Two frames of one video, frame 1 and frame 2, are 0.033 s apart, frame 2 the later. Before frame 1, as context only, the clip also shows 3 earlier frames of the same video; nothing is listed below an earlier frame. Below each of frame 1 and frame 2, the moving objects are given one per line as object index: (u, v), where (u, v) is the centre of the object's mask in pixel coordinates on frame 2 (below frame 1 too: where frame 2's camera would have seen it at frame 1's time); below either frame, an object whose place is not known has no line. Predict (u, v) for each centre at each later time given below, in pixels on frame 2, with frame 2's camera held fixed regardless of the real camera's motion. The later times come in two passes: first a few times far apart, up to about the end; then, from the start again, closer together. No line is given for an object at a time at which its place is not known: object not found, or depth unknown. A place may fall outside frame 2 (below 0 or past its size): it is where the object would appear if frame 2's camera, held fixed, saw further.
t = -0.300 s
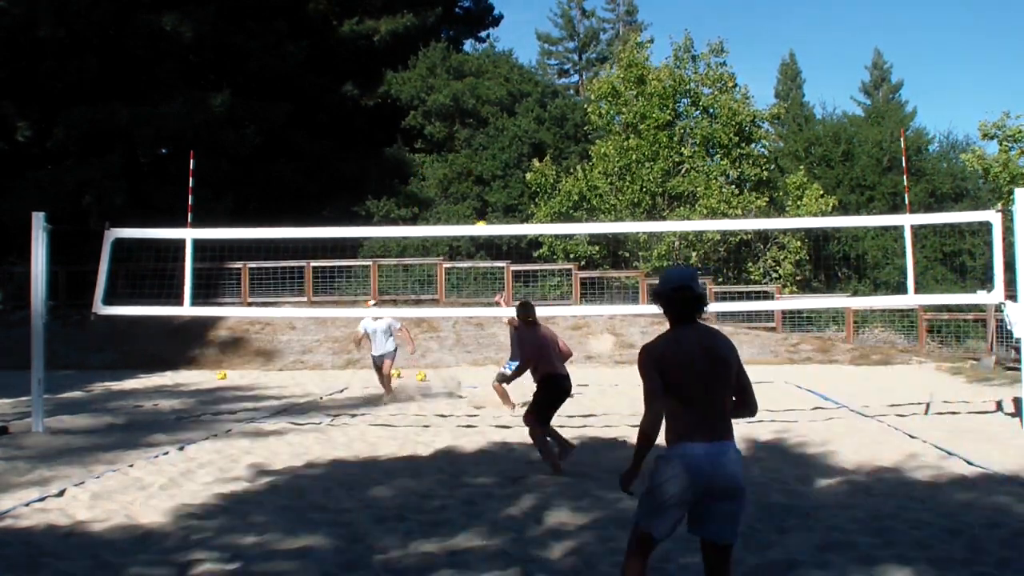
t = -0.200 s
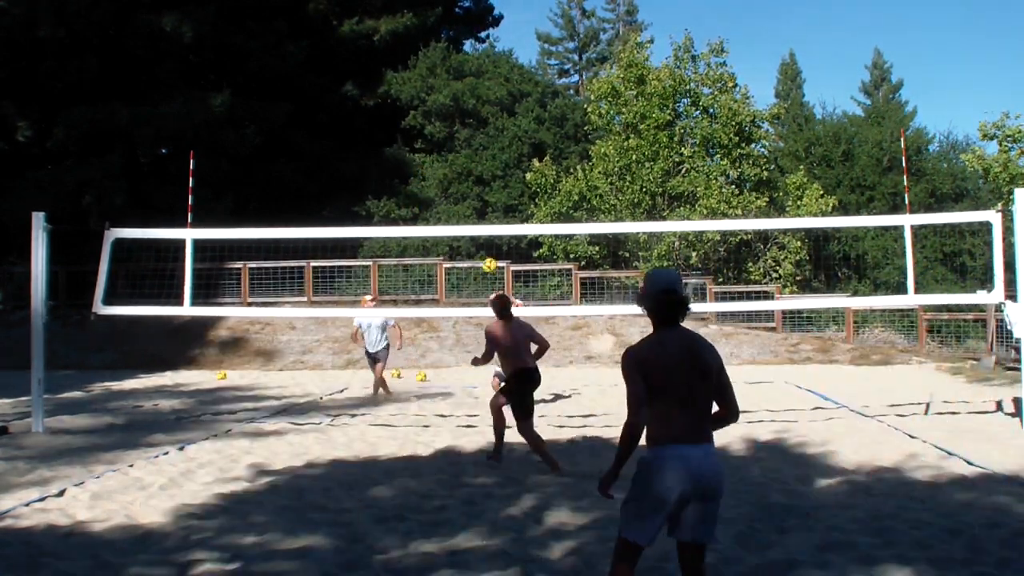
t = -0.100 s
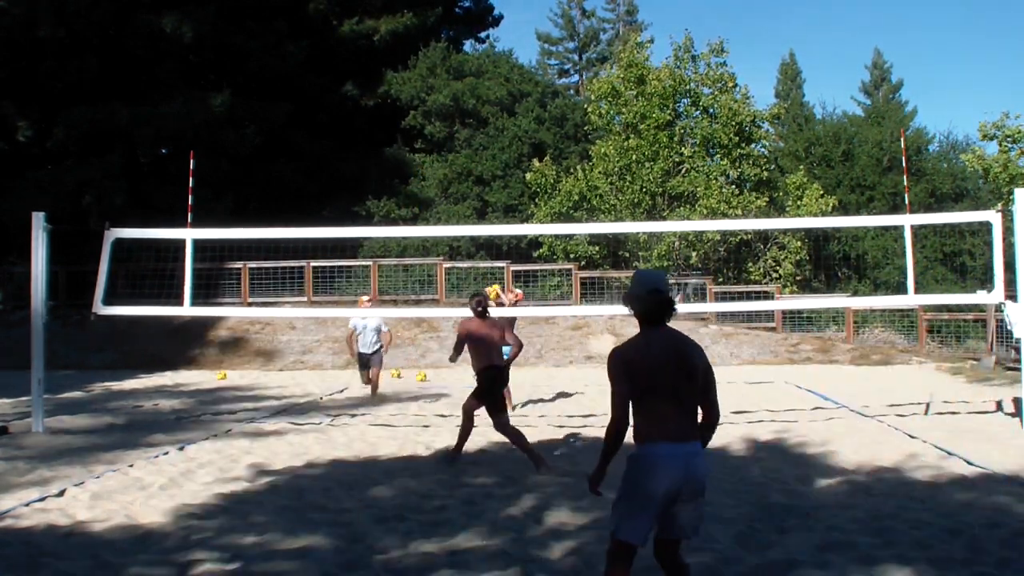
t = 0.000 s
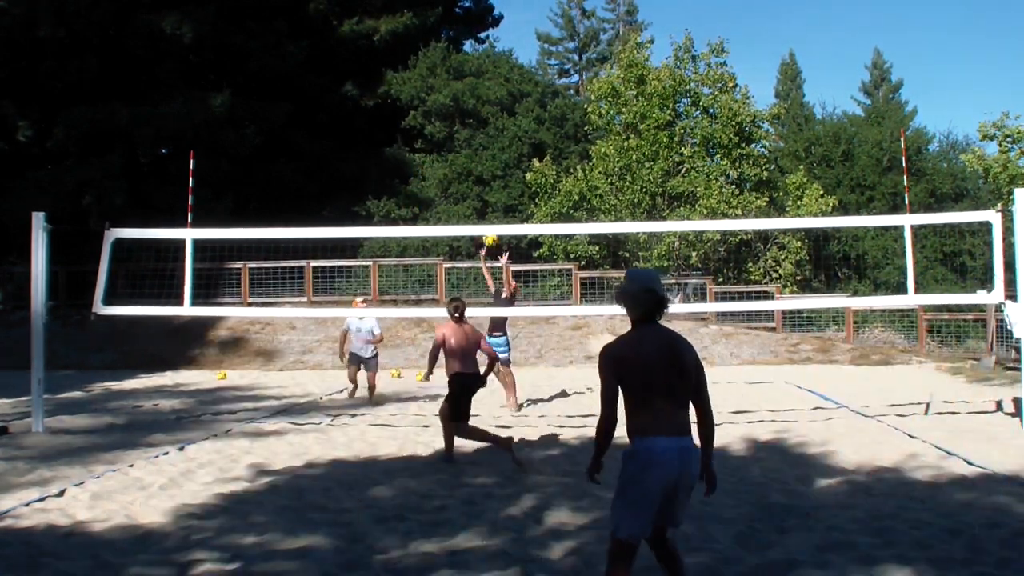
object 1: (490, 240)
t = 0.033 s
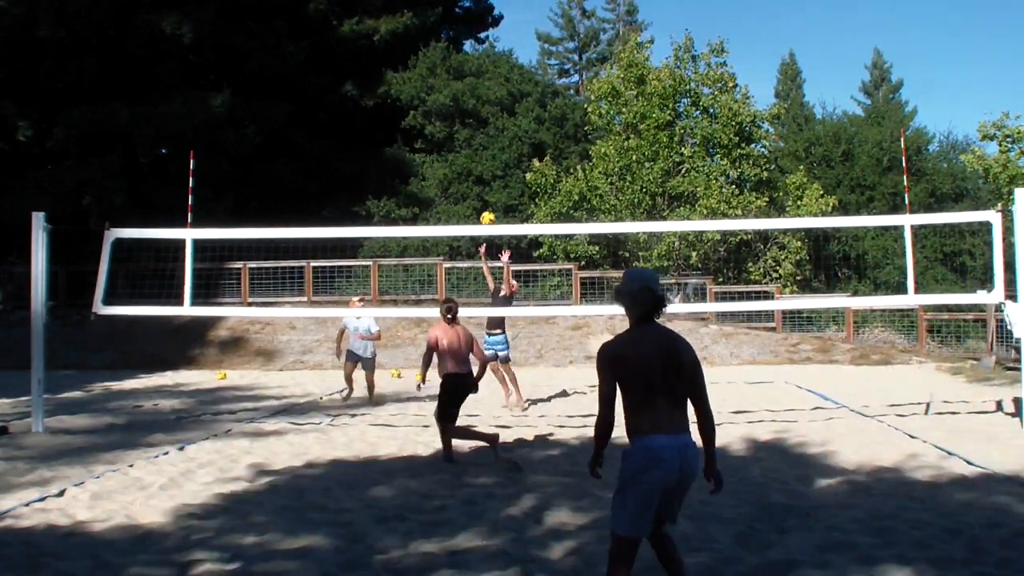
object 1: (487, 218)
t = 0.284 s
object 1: (469, 91)
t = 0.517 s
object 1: (452, 9)
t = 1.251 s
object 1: (397, 2)
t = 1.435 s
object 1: (382, 60)
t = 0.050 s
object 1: (486, 209)
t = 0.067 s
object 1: (485, 199)
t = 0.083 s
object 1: (483, 190)
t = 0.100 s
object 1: (482, 180)
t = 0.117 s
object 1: (482, 172)
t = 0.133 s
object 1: (480, 163)
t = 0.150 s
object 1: (479, 155)
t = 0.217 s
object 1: (474, 121)
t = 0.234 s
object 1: (473, 113)
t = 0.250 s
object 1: (472, 106)
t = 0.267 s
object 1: (470, 98)
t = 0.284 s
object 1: (469, 91)
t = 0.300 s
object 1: (468, 84)
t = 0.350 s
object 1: (464, 64)
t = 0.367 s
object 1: (463, 57)
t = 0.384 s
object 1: (461, 51)
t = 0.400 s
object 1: (460, 45)
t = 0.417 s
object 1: (459, 40)
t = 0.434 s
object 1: (458, 35)
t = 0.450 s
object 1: (457, 29)
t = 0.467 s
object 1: (455, 24)
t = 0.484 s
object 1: (454, 19)
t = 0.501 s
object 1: (453, 14)
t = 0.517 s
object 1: (452, 9)
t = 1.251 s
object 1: (397, 2)
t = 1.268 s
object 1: (395, 4)
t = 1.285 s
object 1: (393, 6)
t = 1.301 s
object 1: (392, 9)
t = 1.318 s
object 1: (390, 14)
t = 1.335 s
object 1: (388, 20)
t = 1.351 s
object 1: (387, 26)
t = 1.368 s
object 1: (386, 33)
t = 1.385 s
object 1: (386, 40)
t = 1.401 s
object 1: (385, 46)
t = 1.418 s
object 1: (383, 54)
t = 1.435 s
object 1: (382, 60)
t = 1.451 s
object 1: (381, 68)
